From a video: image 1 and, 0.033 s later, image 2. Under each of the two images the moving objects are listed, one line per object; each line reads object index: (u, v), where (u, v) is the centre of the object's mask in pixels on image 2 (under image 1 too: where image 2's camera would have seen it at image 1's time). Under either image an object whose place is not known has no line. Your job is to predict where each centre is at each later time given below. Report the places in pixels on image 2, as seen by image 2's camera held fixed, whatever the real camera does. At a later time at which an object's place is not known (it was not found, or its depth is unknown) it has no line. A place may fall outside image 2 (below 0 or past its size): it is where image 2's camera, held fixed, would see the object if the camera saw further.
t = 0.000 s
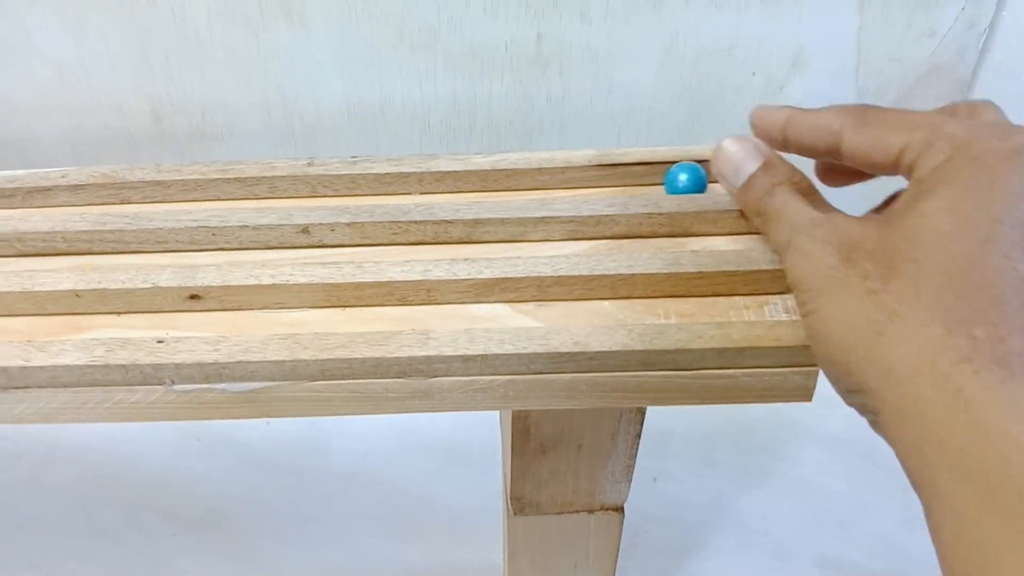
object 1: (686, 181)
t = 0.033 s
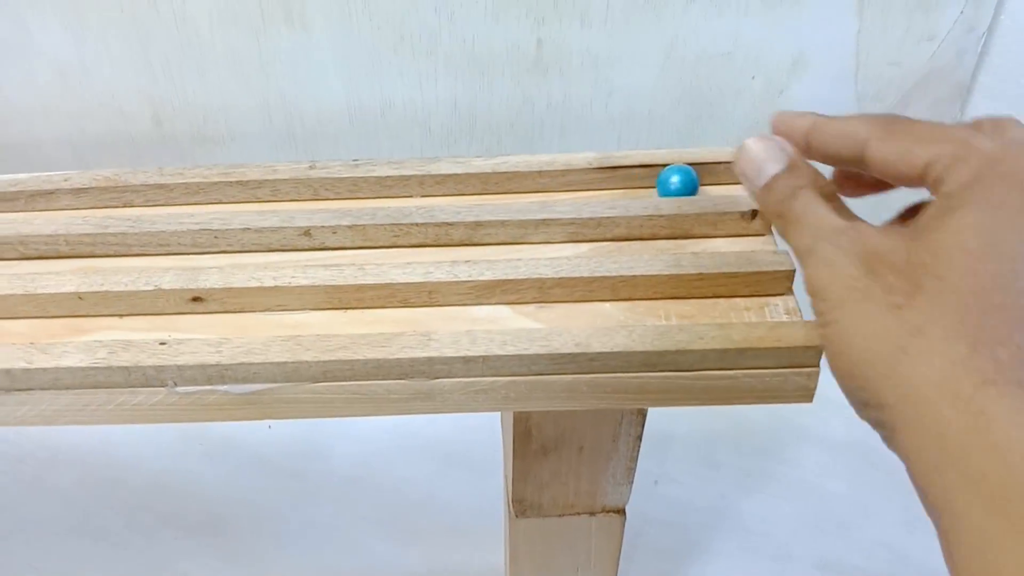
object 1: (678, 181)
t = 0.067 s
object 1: (668, 181)
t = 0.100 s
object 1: (658, 182)
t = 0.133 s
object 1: (646, 182)
